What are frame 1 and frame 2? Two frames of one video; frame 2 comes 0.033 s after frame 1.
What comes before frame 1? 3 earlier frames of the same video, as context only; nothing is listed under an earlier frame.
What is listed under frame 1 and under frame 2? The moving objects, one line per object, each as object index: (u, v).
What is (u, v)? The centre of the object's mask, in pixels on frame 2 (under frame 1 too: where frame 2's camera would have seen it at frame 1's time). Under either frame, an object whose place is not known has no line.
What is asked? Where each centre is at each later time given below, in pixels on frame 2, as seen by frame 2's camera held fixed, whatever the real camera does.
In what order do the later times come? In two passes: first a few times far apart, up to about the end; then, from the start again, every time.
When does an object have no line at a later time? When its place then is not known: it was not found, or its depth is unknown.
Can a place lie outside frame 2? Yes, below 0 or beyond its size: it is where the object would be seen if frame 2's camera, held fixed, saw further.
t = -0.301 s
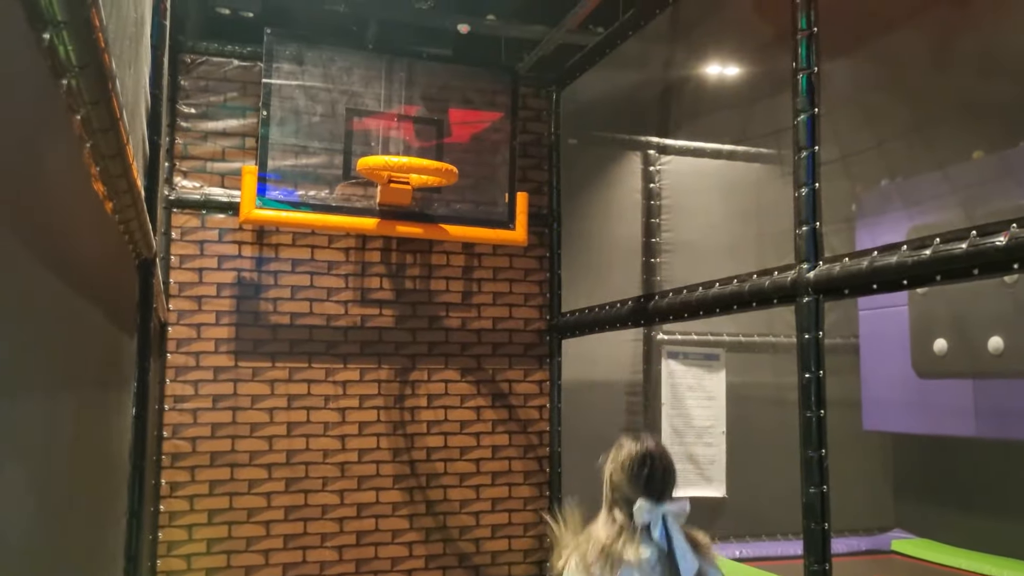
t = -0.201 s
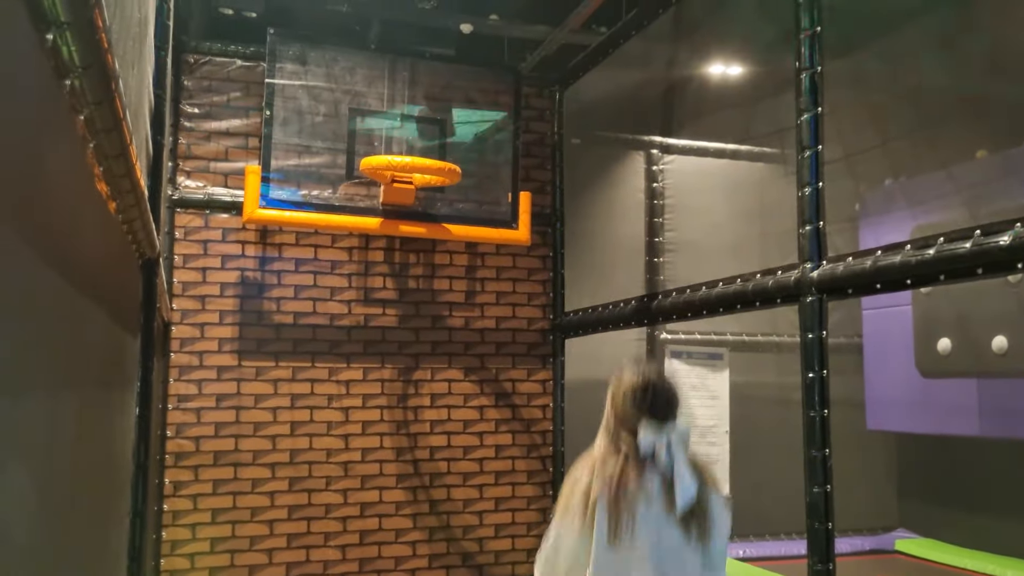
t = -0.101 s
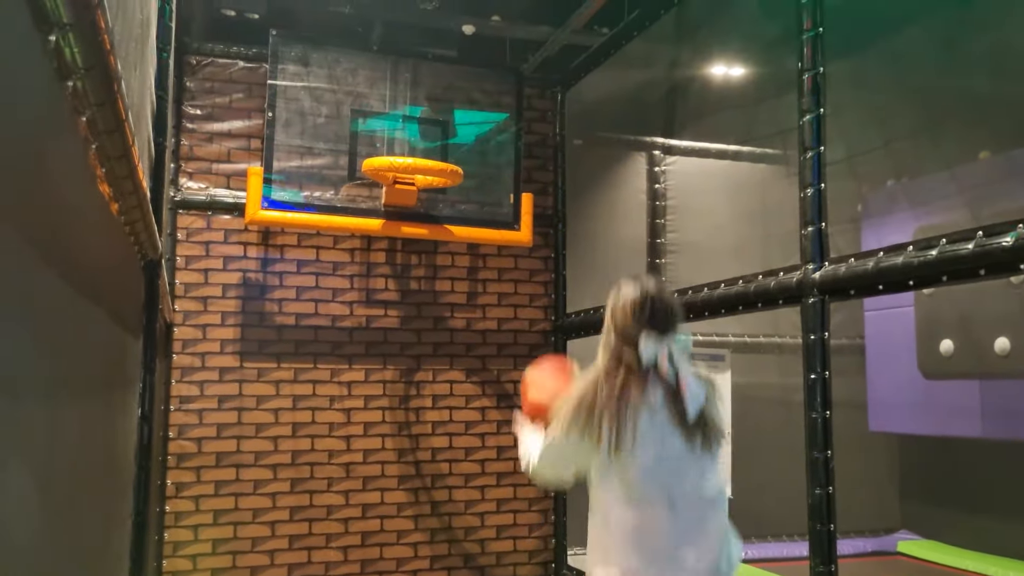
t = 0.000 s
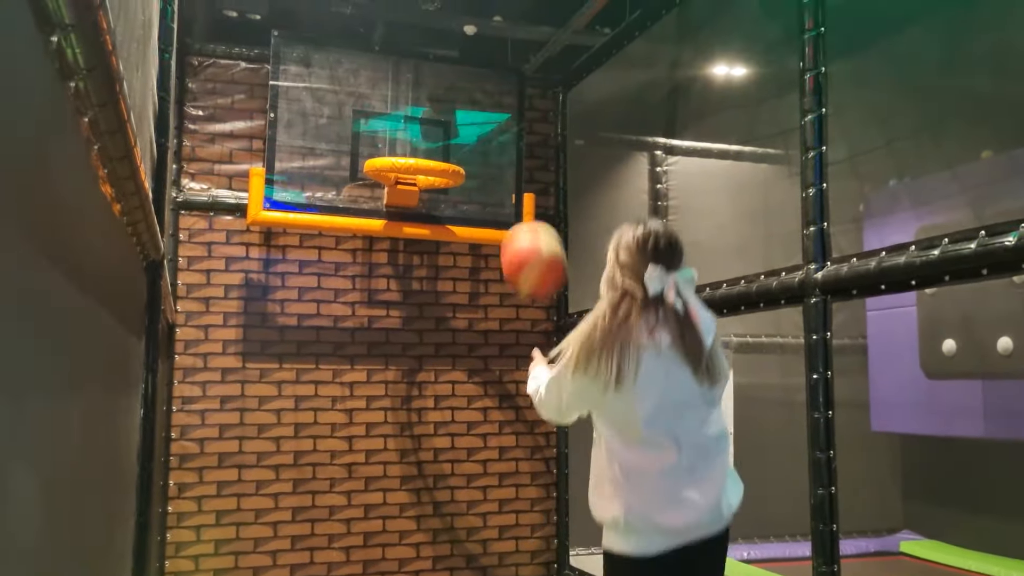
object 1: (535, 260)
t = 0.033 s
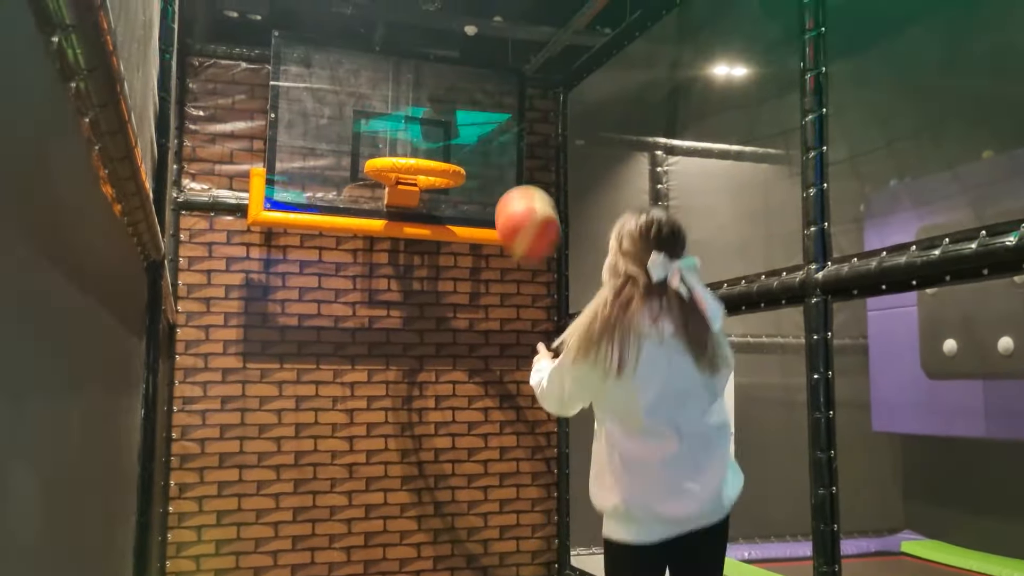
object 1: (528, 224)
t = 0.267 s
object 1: (485, 78)
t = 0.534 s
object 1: (449, 76)
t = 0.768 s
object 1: (420, 186)
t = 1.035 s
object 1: (396, 376)
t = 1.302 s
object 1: (388, 583)
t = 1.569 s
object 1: (410, 560)
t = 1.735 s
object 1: (425, 592)
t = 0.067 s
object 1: (520, 191)
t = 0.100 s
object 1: (513, 164)
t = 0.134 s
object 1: (508, 141)
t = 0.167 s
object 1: (502, 120)
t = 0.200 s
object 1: (496, 102)
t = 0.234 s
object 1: (490, 87)
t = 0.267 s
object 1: (485, 78)
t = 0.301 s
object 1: (480, 69)
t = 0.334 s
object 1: (475, 63)
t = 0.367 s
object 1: (470, 60)
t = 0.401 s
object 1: (466, 59)
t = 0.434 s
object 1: (462, 61)
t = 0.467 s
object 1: (457, 64)
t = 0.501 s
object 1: (453, 69)
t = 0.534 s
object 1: (449, 76)
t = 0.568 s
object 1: (445, 85)
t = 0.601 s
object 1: (441, 96)
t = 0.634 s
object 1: (437, 109)
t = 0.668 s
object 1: (434, 123)
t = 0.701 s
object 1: (430, 137)
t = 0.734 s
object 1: (428, 147)
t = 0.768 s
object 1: (420, 186)
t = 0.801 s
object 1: (419, 199)
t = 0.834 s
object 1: (416, 217)
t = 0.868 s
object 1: (412, 242)
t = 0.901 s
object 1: (409, 267)
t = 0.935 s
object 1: (406, 292)
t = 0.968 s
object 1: (403, 320)
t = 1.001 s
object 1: (400, 348)
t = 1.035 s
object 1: (396, 376)
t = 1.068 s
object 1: (393, 409)
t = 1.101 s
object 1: (390, 440)
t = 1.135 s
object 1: (387, 474)
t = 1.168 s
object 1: (385, 504)
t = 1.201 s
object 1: (385, 525)
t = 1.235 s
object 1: (386, 547)
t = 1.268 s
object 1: (386, 572)
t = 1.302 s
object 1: (388, 583)
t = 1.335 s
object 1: (391, 575)
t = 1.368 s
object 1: (394, 567)
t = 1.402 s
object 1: (396, 563)
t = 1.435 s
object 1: (399, 557)
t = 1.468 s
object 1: (402, 555)
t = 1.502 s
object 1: (405, 554)
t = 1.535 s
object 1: (408, 556)
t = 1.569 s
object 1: (410, 560)
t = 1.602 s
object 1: (413, 564)
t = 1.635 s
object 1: (416, 573)
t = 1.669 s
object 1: (419, 581)
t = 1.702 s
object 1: (422, 587)
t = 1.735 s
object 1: (425, 592)
